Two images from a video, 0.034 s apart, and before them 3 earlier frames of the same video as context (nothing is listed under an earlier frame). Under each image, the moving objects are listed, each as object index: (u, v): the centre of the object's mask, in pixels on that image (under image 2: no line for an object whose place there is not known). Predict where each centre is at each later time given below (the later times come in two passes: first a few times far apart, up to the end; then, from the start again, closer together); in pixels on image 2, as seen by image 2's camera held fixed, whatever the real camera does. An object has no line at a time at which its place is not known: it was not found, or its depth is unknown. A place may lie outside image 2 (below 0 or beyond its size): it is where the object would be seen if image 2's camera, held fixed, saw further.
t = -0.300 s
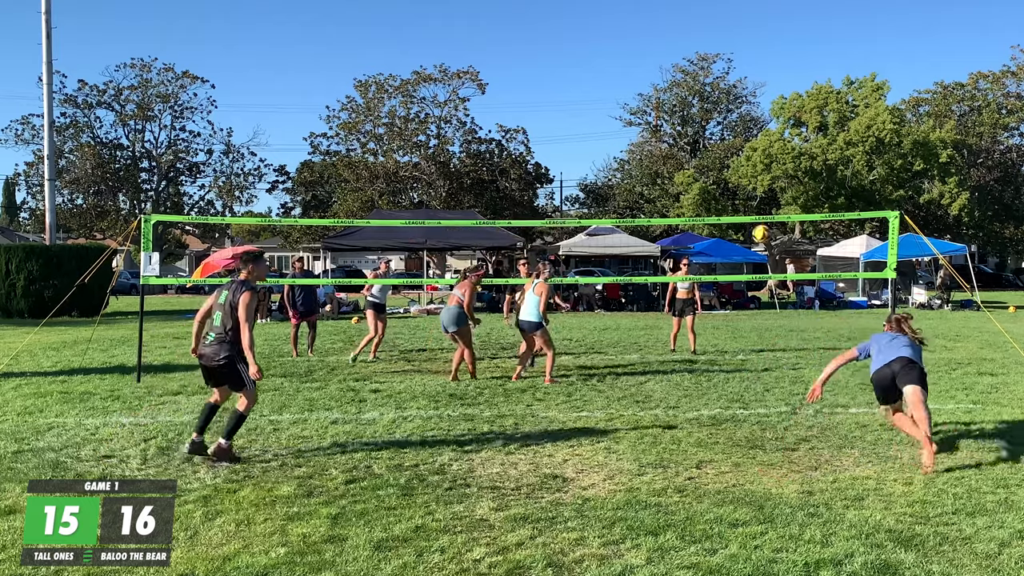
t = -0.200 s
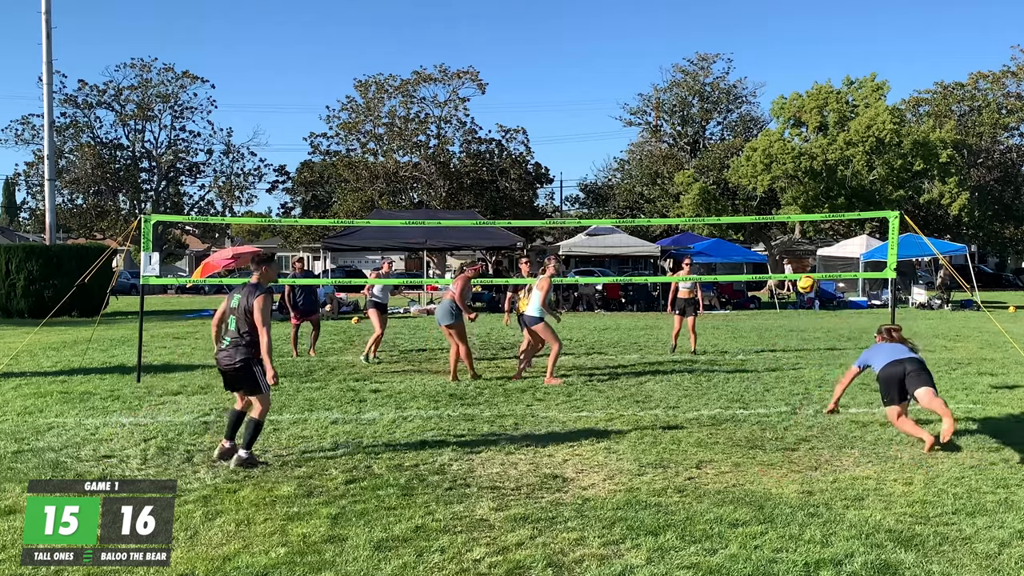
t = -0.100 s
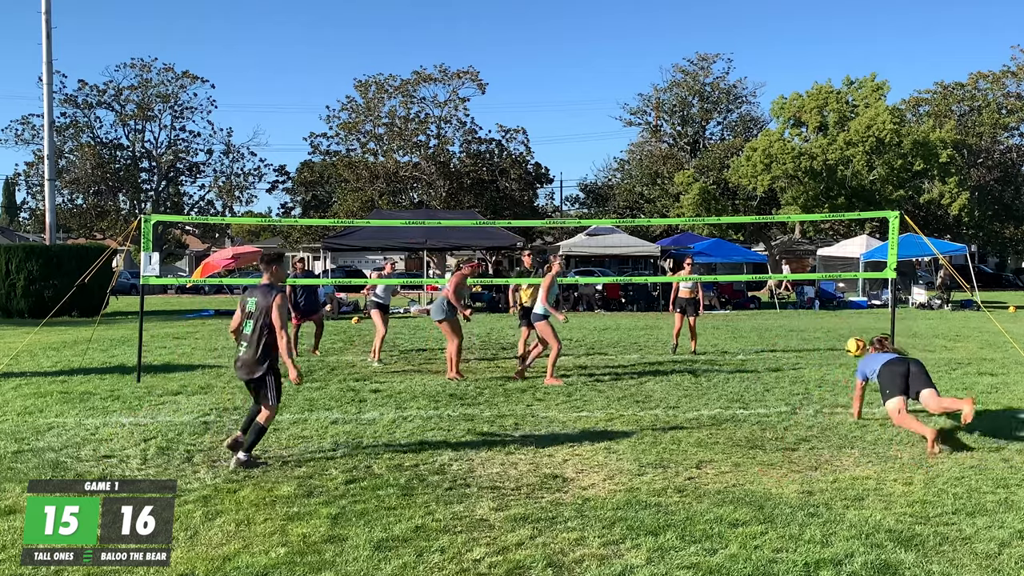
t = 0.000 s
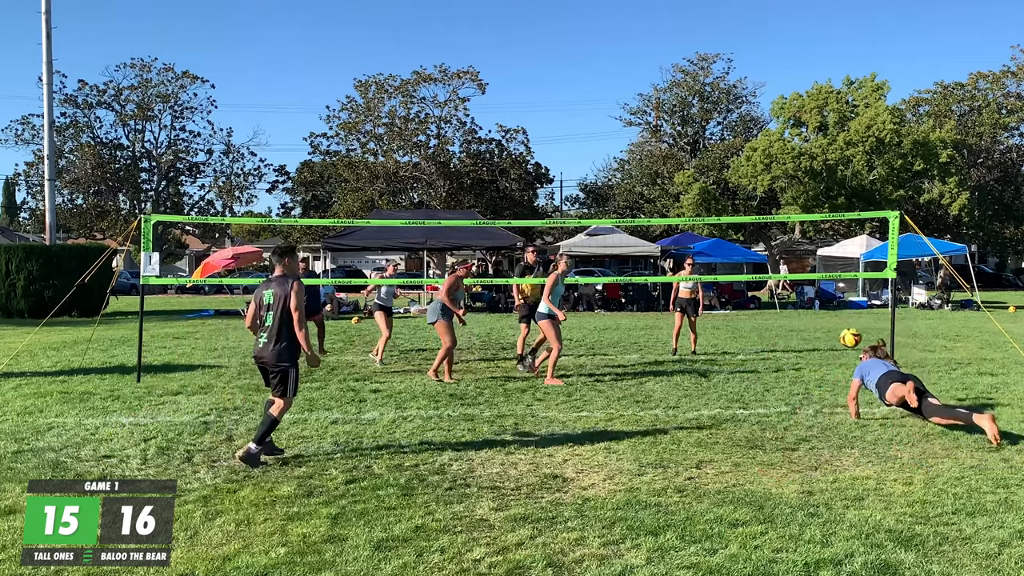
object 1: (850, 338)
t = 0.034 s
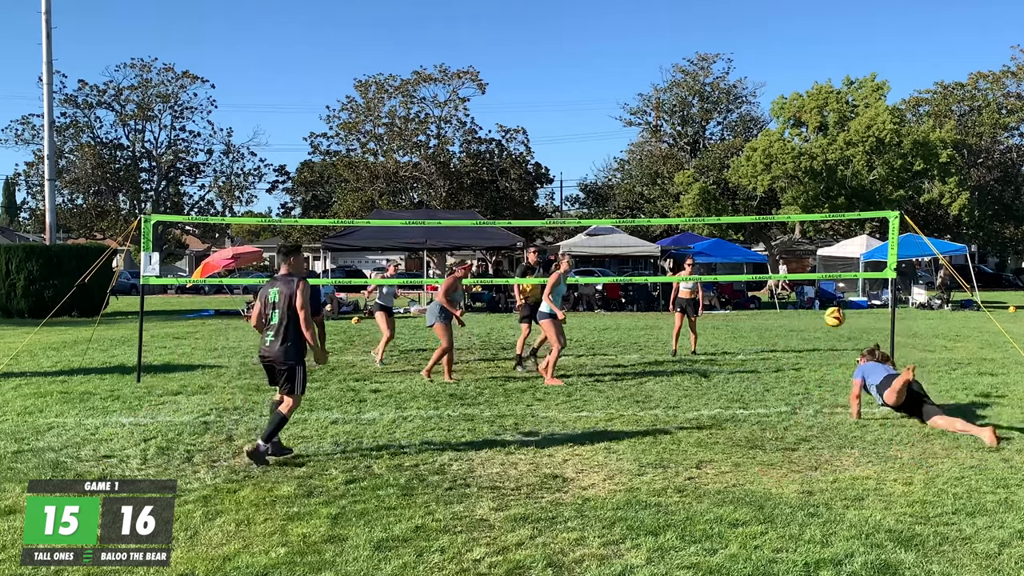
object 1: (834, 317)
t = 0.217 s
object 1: (753, 225)
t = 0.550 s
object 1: (625, 147)
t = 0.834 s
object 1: (529, 157)
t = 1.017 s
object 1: (473, 198)
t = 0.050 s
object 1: (827, 307)
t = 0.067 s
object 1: (818, 297)
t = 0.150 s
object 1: (781, 253)
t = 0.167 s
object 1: (773, 246)
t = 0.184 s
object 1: (766, 238)
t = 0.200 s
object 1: (760, 232)
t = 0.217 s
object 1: (753, 225)
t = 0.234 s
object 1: (746, 218)
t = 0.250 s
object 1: (739, 212)
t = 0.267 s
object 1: (732, 206)
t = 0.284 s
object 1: (725, 200)
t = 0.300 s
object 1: (719, 195)
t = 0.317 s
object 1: (711, 189)
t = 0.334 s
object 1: (706, 185)
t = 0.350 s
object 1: (699, 180)
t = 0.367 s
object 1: (692, 176)
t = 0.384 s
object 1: (686, 172)
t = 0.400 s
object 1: (680, 169)
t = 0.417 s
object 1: (672, 165)
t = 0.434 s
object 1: (667, 162)
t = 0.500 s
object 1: (642, 151)
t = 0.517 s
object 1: (634, 149)
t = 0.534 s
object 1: (630, 148)
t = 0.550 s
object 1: (625, 147)
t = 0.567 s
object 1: (619, 146)
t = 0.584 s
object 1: (613, 145)
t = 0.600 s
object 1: (607, 144)
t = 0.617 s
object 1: (601, 144)
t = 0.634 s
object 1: (596, 143)
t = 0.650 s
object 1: (590, 144)
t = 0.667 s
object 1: (584, 144)
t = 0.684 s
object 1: (579, 144)
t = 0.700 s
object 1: (573, 144)
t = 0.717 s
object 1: (568, 145)
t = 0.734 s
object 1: (562, 146)
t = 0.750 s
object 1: (556, 148)
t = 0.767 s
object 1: (551, 149)
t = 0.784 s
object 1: (546, 151)
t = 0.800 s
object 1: (540, 153)
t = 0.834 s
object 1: (529, 157)
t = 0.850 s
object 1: (524, 159)
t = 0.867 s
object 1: (518, 163)
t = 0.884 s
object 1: (513, 166)
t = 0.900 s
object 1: (507, 168)
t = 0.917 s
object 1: (503, 172)
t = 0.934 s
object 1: (498, 175)
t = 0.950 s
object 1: (493, 180)
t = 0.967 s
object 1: (488, 183)
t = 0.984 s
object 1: (483, 188)
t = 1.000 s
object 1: (478, 192)
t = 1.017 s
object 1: (473, 198)
